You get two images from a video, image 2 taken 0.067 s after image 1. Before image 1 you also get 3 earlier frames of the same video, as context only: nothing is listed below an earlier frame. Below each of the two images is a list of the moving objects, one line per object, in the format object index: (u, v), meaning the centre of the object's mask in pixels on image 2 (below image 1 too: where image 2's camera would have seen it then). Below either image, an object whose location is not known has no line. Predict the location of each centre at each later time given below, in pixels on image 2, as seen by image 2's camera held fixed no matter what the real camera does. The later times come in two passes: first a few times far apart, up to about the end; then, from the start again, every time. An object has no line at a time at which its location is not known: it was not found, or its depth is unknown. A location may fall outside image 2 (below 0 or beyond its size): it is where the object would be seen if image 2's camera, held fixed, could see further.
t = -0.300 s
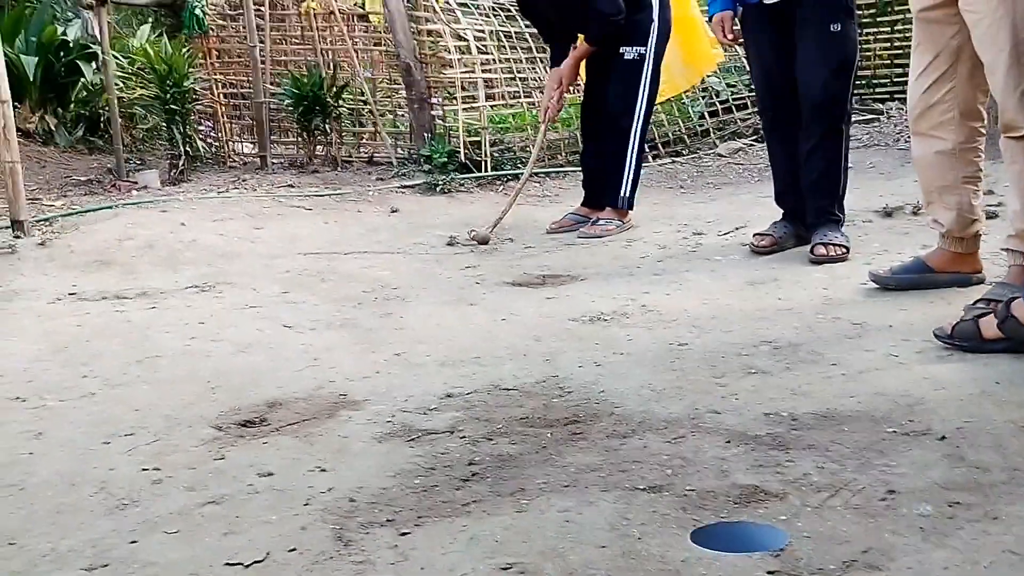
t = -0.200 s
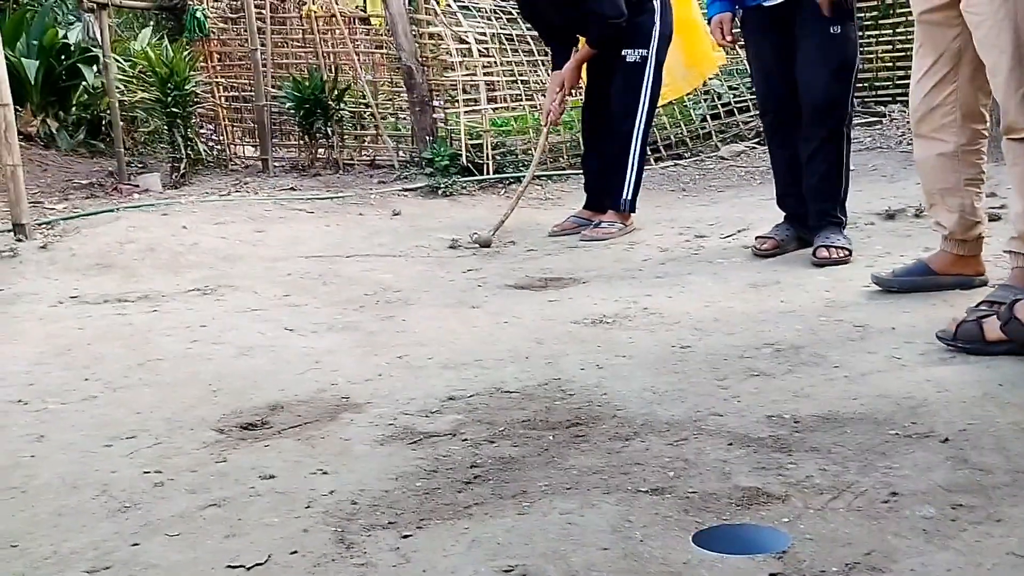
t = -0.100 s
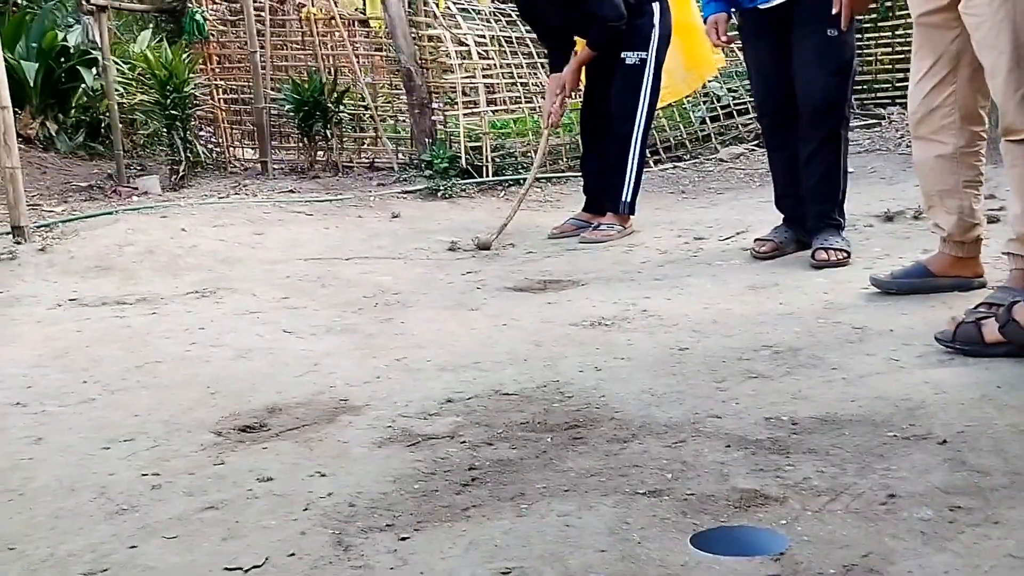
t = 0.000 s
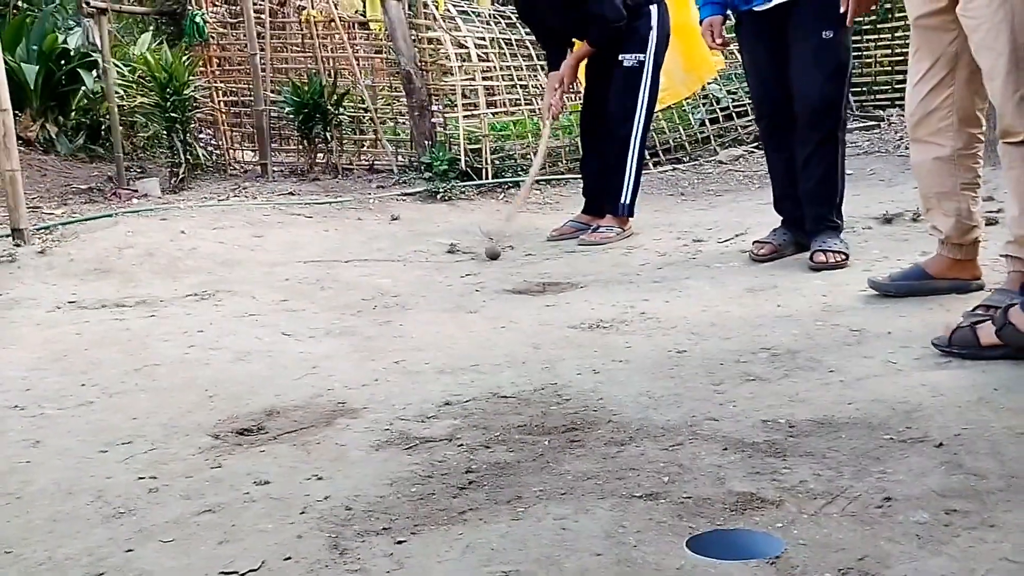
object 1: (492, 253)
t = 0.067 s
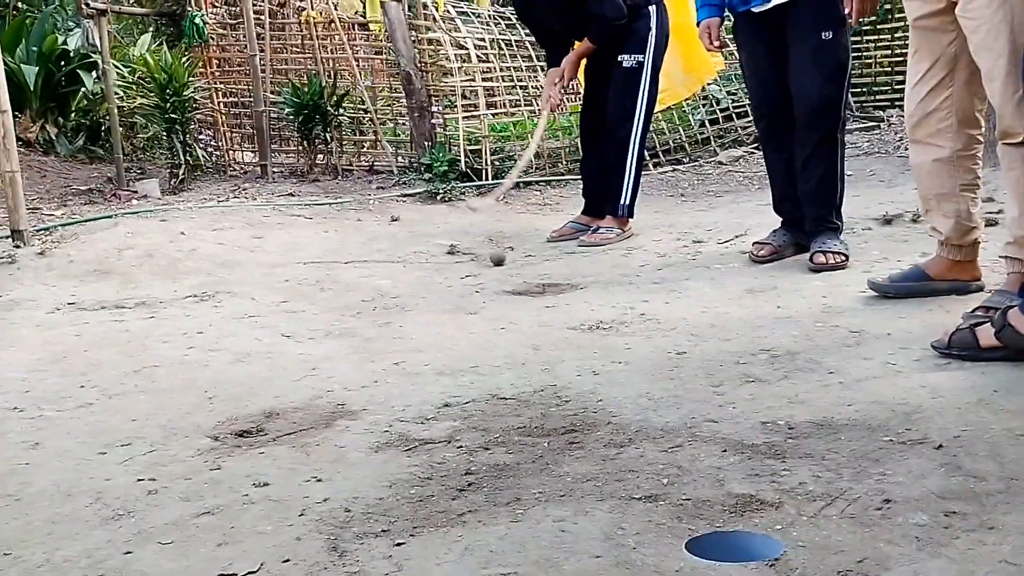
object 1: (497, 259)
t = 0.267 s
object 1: (512, 270)
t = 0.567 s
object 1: (535, 300)
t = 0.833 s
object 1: (554, 325)
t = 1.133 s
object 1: (564, 372)
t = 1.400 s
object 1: (560, 428)
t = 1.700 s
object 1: (531, 493)
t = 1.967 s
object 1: (494, 557)
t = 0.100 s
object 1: (499, 257)
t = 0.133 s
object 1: (502, 259)
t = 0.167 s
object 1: (505, 262)
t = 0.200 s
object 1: (507, 265)
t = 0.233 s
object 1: (510, 268)
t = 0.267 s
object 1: (512, 270)
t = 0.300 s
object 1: (513, 273)
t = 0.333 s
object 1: (515, 274)
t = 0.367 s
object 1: (518, 280)
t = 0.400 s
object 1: (520, 286)
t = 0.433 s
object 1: (522, 287)
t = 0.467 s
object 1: (526, 287)
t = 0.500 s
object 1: (529, 291)
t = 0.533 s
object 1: (532, 295)
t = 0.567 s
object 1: (535, 300)
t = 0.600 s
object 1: (537, 299)
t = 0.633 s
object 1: (540, 299)
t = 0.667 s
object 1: (543, 304)
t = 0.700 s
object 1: (546, 314)
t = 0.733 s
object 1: (548, 317)
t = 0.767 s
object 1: (550, 319)
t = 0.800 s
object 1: (552, 322)
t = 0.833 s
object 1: (554, 325)
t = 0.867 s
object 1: (554, 329)
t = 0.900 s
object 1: (556, 335)
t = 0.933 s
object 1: (557, 341)
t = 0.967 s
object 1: (559, 344)
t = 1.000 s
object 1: (561, 351)
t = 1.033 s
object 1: (562, 354)
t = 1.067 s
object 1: (563, 359)
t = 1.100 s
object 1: (564, 367)
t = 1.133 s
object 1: (564, 372)
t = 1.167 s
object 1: (564, 376)
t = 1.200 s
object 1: (564, 383)
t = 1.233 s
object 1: (564, 390)
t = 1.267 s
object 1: (563, 397)
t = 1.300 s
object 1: (563, 403)
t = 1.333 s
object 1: (562, 412)
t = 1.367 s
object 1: (560, 420)
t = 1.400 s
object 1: (560, 428)
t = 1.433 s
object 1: (558, 434)
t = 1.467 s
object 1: (555, 439)
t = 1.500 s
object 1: (554, 450)
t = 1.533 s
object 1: (550, 454)
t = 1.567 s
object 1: (548, 465)
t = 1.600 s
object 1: (543, 473)
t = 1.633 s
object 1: (538, 480)
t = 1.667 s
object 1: (535, 484)
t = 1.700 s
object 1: (531, 493)
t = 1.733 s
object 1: (527, 500)
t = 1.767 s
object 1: (523, 509)
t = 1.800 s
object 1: (517, 518)
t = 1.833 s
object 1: (513, 527)
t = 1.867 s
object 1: (507, 536)
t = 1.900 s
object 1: (502, 538)
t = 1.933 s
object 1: (498, 543)
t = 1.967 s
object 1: (494, 557)
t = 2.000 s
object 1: (492, 564)
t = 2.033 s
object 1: (491, 566)
